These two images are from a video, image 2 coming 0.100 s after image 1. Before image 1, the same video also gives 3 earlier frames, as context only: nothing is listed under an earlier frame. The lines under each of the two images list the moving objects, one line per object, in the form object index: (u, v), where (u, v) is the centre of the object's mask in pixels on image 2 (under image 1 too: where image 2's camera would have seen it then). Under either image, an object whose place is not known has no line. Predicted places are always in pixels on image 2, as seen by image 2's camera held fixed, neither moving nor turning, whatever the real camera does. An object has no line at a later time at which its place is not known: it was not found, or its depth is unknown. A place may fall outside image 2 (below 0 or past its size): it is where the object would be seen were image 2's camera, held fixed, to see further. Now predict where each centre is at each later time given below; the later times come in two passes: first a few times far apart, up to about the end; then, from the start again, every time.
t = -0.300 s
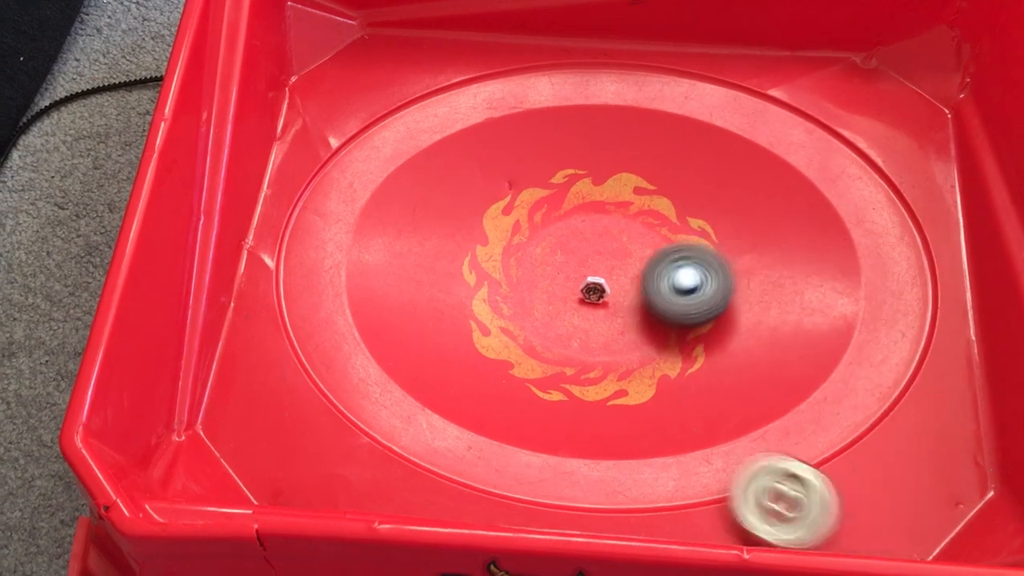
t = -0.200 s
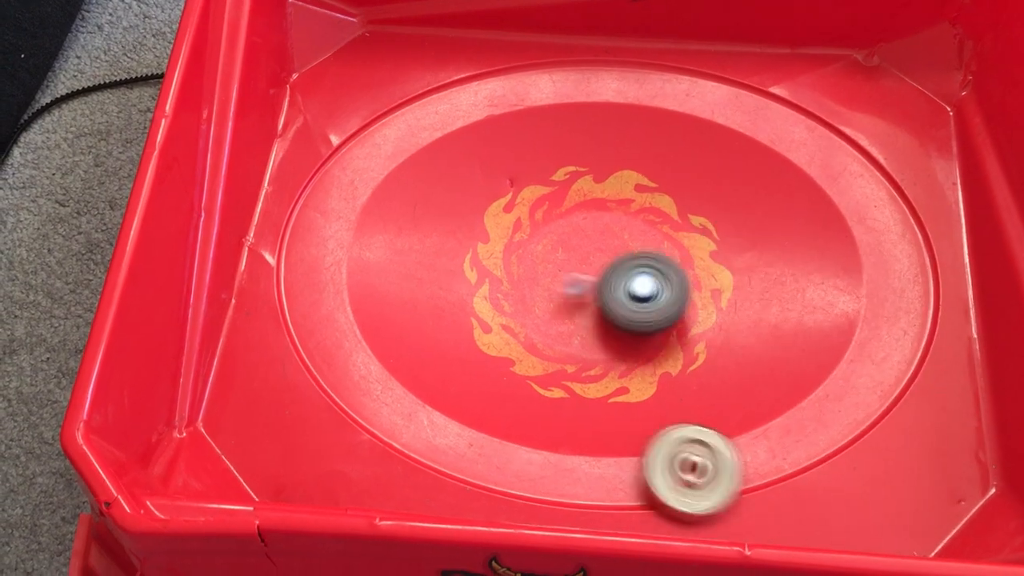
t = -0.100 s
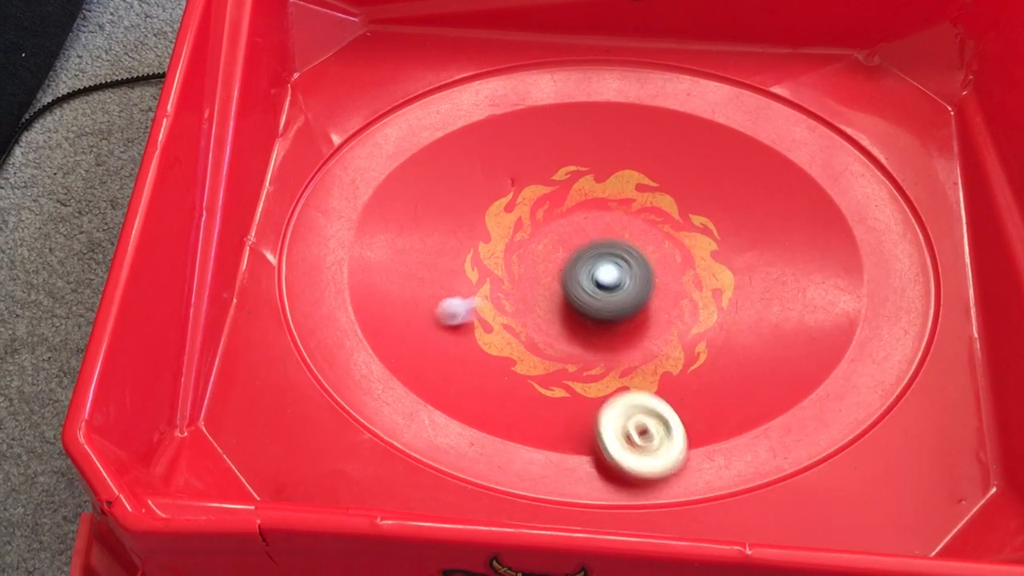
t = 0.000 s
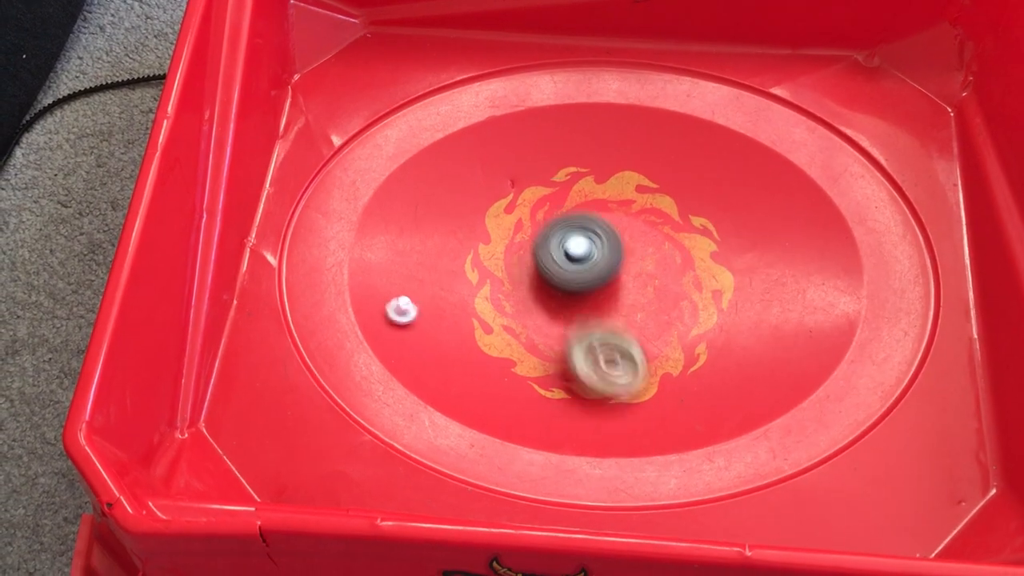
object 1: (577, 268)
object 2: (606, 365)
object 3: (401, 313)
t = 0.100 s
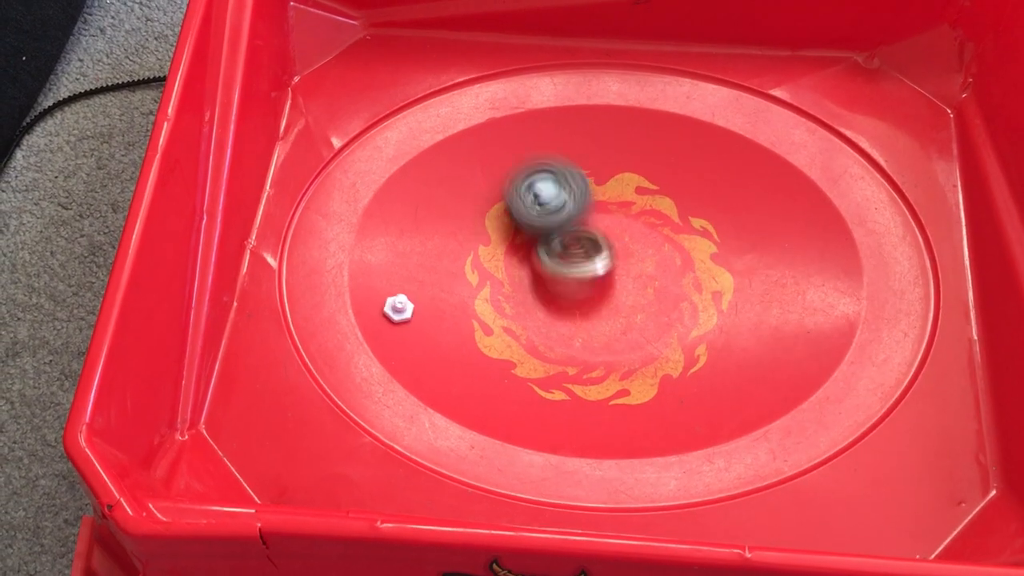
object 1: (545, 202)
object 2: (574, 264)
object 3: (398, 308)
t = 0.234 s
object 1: (530, 131)
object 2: (540, 205)
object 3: (403, 307)
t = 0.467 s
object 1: (632, 175)
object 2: (536, 317)
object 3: (415, 305)
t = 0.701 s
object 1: (668, 293)
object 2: (775, 323)
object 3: (427, 300)
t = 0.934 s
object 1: (544, 337)
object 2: (762, 101)
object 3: (436, 299)
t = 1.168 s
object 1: (449, 245)
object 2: (529, 197)
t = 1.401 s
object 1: (399, 252)
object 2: (604, 212)
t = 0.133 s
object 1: (536, 174)
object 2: (567, 241)
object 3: (399, 308)
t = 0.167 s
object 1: (528, 153)
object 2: (559, 220)
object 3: (400, 308)
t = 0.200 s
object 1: (526, 142)
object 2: (550, 209)
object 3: (401, 307)
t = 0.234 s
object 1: (530, 131)
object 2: (540, 205)
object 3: (403, 307)
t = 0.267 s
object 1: (540, 118)
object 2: (529, 203)
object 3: (405, 307)
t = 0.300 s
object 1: (551, 118)
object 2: (520, 211)
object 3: (407, 306)
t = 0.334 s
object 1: (565, 122)
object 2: (513, 225)
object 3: (409, 305)
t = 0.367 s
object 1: (580, 130)
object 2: (510, 244)
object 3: (411, 304)
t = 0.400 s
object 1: (597, 142)
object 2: (512, 265)
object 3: (412, 305)
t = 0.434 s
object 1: (614, 157)
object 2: (520, 290)
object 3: (413, 304)
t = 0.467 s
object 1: (632, 175)
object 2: (536, 317)
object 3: (415, 305)
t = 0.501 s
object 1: (649, 193)
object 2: (559, 340)
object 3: (416, 305)
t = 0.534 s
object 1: (660, 217)
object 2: (589, 357)
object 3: (418, 303)
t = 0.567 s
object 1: (670, 231)
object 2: (626, 369)
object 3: (420, 302)
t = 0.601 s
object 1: (674, 248)
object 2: (666, 371)
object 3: (423, 301)
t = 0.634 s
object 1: (675, 264)
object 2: (706, 364)
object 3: (425, 301)
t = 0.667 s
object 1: (671, 289)
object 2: (742, 349)
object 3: (426, 301)
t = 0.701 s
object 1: (668, 293)
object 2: (775, 323)
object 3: (427, 300)
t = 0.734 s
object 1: (659, 305)
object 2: (799, 293)
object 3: (428, 300)
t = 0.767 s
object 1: (646, 315)
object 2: (817, 259)
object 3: (430, 301)
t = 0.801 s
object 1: (630, 323)
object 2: (822, 215)
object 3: (431, 300)
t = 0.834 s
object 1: (611, 330)
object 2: (820, 178)
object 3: (433, 299)
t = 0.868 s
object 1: (589, 336)
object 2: (812, 147)
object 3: (434, 299)
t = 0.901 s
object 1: (567, 337)
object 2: (791, 118)
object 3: (434, 299)
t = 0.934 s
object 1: (544, 337)
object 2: (762, 101)
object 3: (436, 299)
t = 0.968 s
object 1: (521, 332)
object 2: (724, 98)
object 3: (438, 298)
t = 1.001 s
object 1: (500, 322)
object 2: (683, 97)
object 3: (440, 298)
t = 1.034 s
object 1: (481, 310)
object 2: (646, 102)
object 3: (434, 297)
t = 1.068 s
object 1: (463, 297)
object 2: (606, 120)
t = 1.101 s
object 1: (455, 281)
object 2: (574, 144)
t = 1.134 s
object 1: (450, 262)
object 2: (546, 171)
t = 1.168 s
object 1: (449, 245)
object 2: (529, 197)
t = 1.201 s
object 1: (426, 247)
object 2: (545, 203)
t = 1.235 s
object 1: (409, 248)
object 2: (562, 201)
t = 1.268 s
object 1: (397, 249)
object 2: (576, 202)
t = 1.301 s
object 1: (392, 249)
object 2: (588, 203)
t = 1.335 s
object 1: (389, 258)
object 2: (597, 206)
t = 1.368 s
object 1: (392, 255)
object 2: (602, 210)
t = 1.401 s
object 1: (399, 252)
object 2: (604, 212)
